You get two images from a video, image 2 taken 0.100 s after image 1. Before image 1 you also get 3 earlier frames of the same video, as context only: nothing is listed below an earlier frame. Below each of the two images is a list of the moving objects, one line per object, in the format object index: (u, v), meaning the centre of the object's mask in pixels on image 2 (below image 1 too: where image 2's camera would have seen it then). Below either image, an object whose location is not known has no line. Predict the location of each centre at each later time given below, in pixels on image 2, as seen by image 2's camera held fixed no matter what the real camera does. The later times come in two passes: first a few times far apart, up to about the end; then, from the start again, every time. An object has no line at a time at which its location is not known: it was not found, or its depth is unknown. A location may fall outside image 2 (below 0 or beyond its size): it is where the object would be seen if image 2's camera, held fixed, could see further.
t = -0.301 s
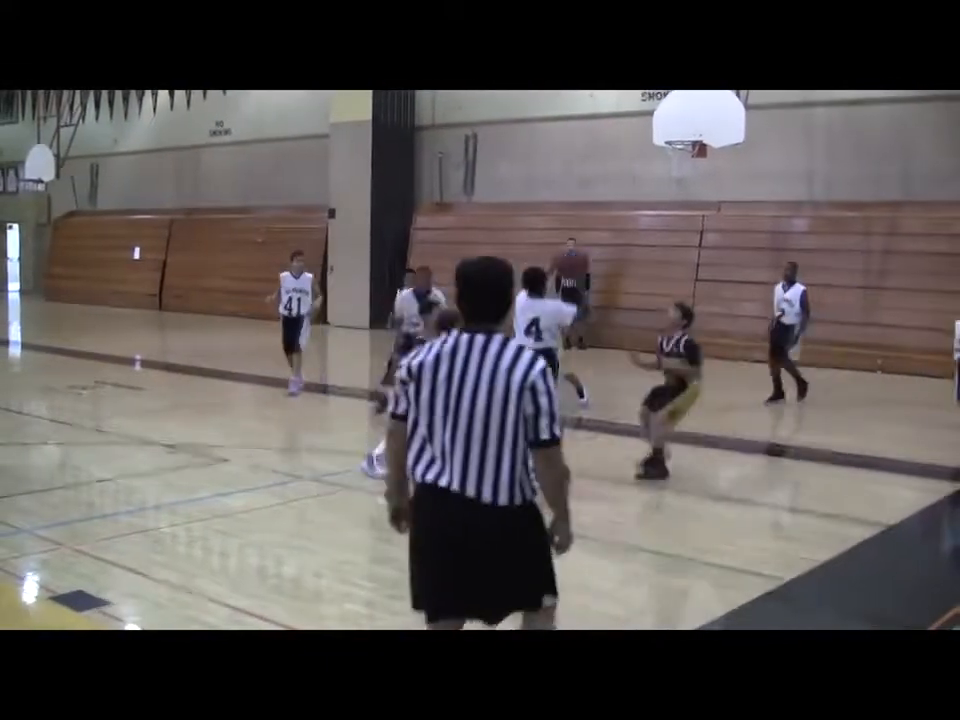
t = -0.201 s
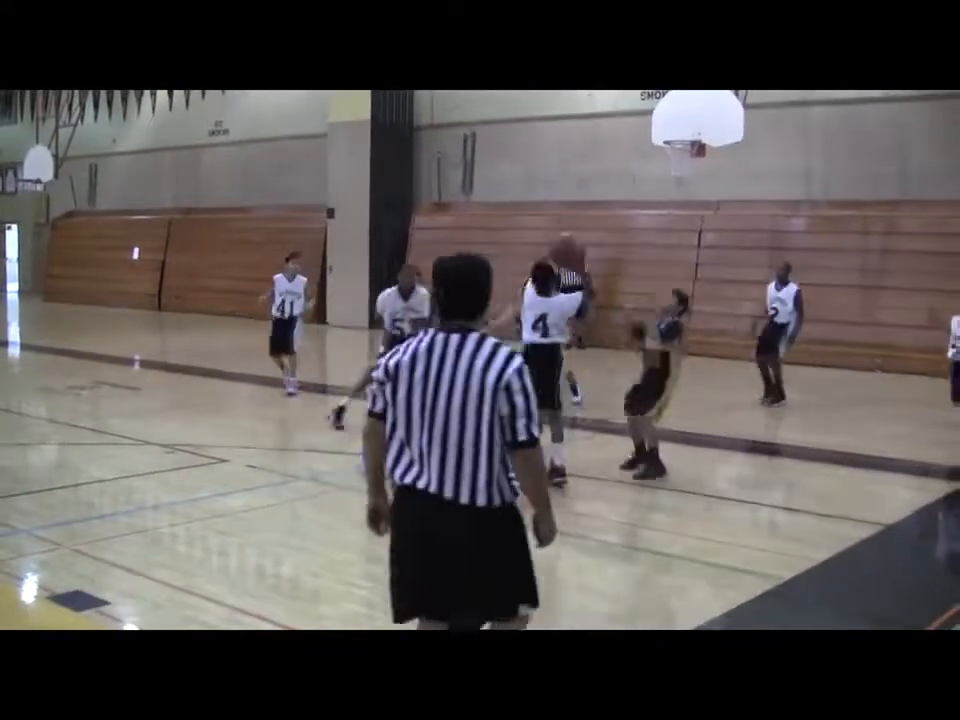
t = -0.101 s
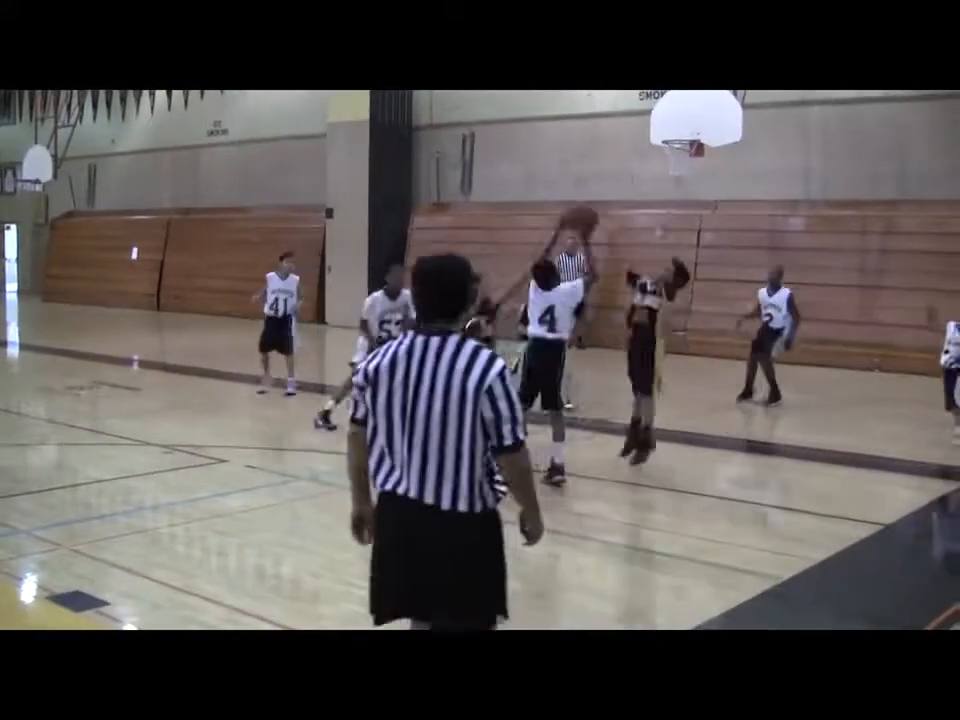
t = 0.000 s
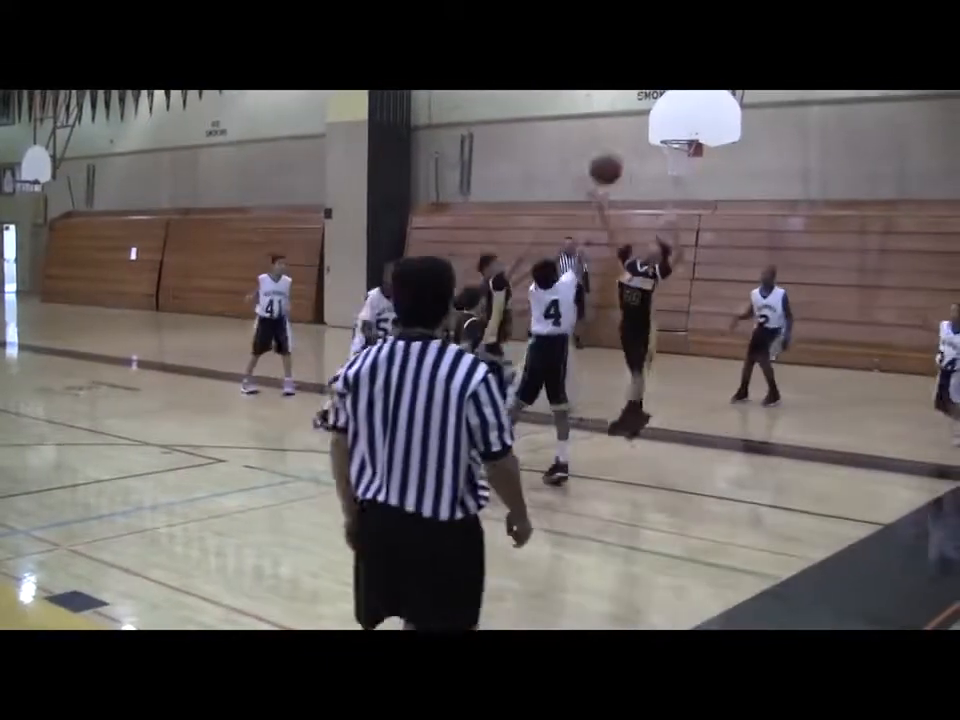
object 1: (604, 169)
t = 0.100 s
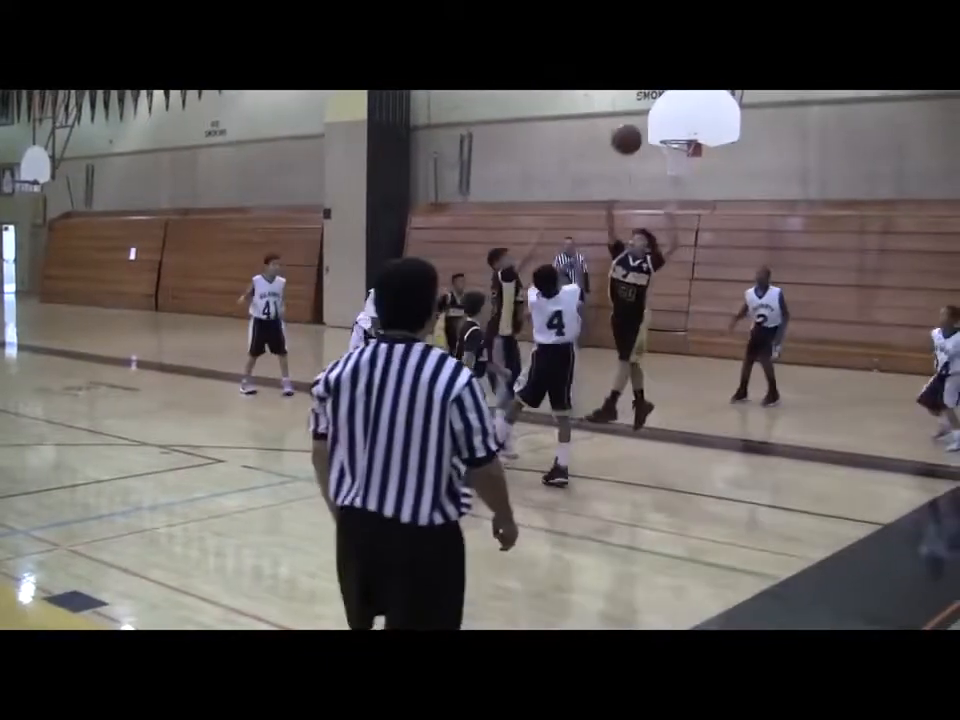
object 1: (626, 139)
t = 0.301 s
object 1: (664, 121)
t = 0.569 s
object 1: (704, 167)
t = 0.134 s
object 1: (632, 133)
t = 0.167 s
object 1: (639, 128)
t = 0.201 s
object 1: (645, 124)
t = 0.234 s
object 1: (652, 122)
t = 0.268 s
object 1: (658, 121)
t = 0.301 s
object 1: (664, 121)
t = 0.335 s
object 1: (670, 123)
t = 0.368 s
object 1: (675, 126)
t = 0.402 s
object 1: (680, 130)
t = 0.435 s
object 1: (686, 135)
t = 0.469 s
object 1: (690, 143)
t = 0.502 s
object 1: (695, 149)
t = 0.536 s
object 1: (699, 156)
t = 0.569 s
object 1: (704, 167)
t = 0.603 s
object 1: (708, 176)
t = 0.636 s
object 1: (712, 187)
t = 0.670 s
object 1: (716, 199)
